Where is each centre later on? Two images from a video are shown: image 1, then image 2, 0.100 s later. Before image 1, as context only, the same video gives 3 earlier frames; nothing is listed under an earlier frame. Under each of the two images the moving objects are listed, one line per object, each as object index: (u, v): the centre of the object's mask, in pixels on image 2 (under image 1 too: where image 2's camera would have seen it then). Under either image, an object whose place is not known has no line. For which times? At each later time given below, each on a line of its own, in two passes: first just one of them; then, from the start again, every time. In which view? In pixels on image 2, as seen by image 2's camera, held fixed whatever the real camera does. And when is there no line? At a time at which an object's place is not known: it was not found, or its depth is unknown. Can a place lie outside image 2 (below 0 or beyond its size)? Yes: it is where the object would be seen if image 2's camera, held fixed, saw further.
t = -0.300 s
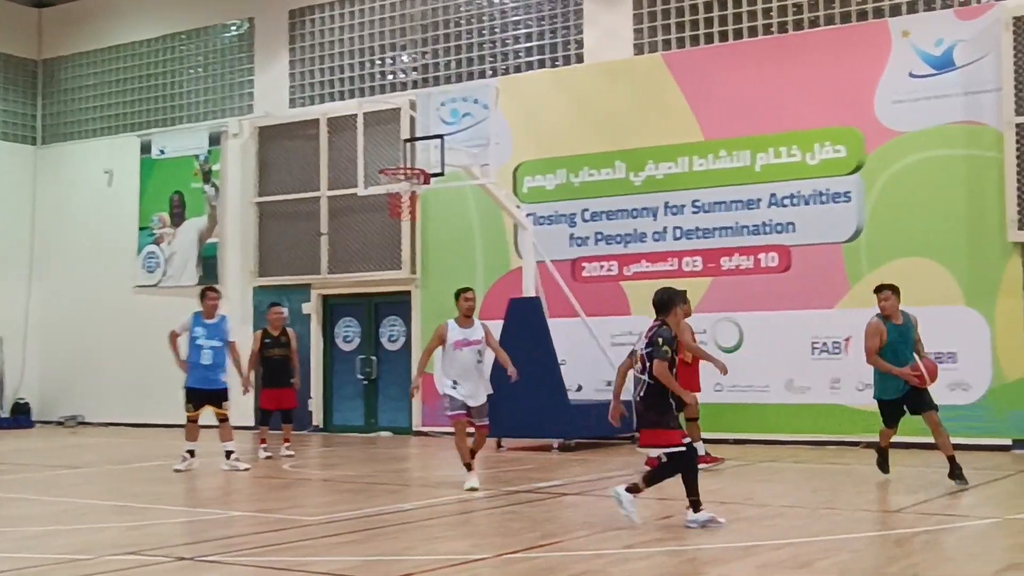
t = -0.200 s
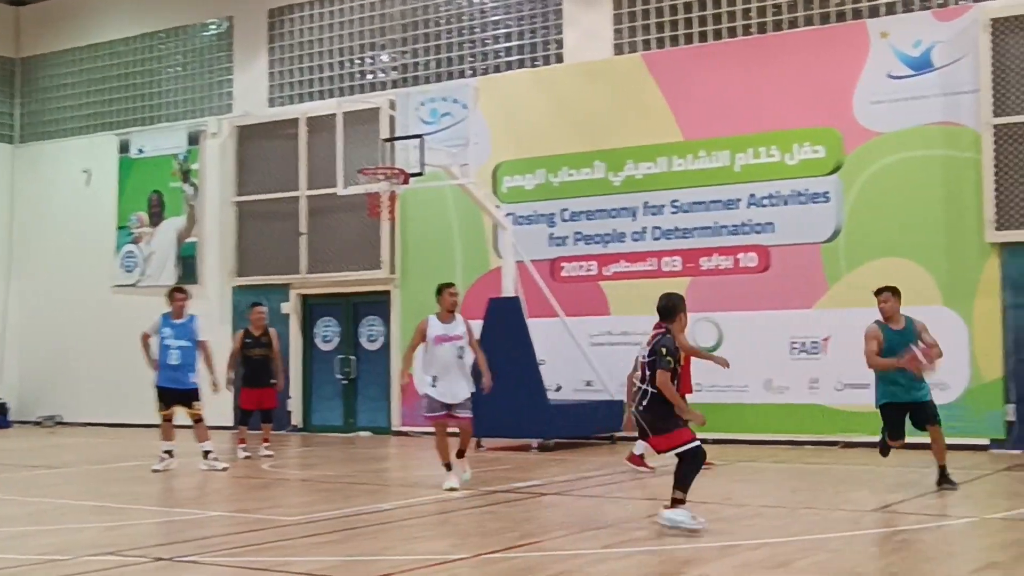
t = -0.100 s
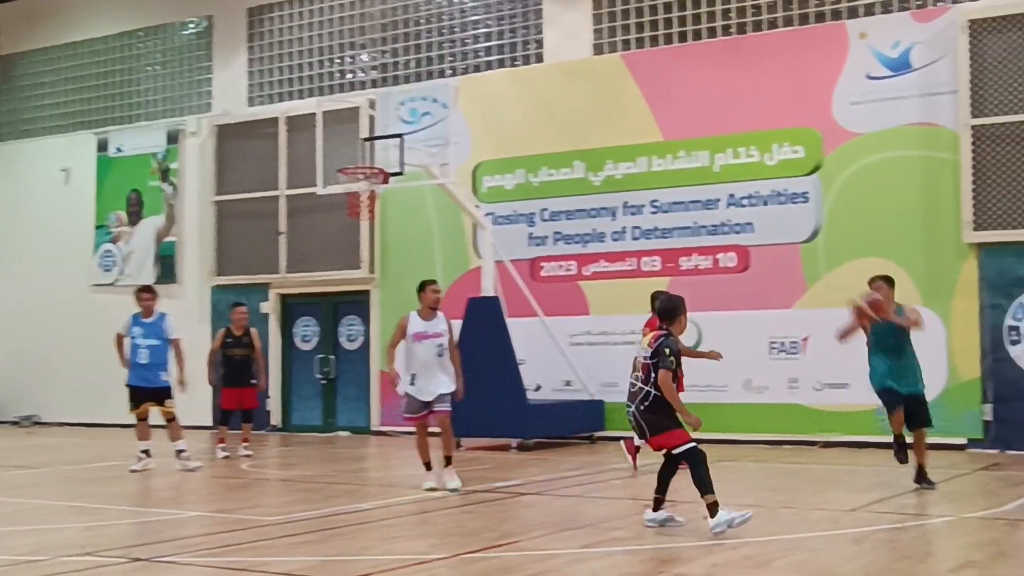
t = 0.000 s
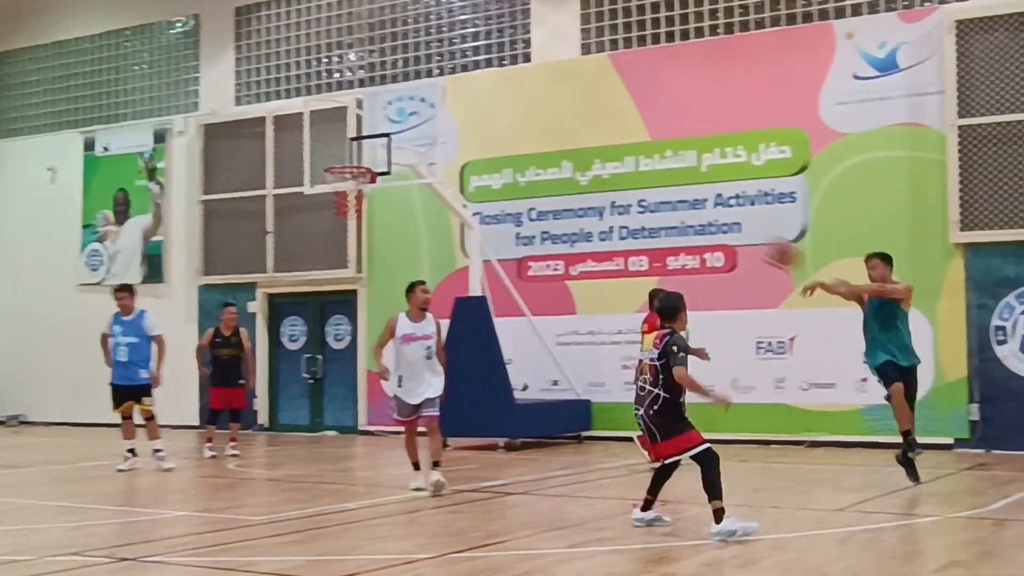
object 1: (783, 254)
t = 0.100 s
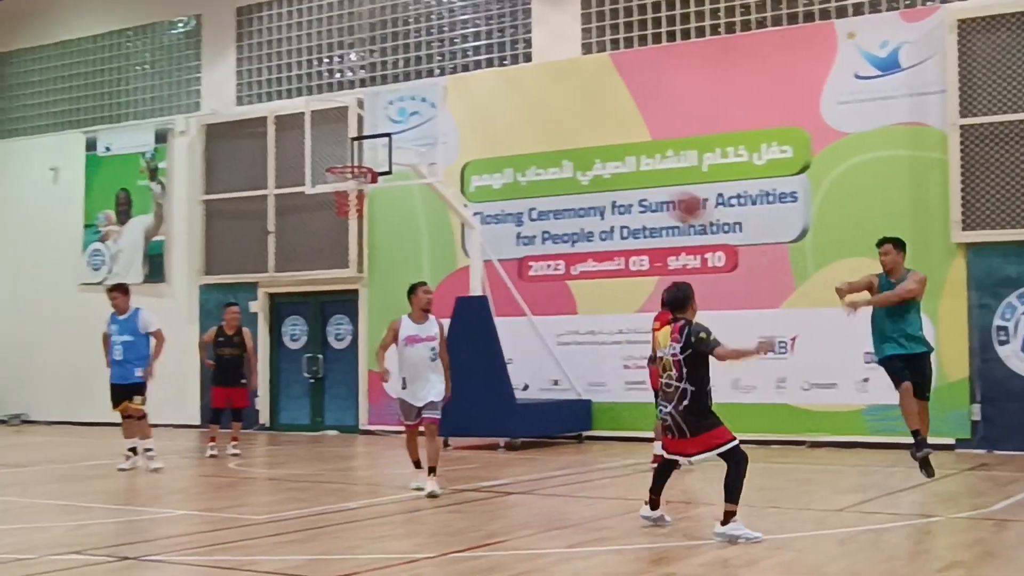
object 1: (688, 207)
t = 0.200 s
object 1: (584, 173)
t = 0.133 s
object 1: (655, 196)
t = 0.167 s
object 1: (621, 183)
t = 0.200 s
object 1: (584, 173)
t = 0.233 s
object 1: (547, 163)
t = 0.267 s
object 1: (509, 155)
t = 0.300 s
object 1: (470, 149)
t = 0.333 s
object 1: (426, 143)
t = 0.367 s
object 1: (386, 140)
